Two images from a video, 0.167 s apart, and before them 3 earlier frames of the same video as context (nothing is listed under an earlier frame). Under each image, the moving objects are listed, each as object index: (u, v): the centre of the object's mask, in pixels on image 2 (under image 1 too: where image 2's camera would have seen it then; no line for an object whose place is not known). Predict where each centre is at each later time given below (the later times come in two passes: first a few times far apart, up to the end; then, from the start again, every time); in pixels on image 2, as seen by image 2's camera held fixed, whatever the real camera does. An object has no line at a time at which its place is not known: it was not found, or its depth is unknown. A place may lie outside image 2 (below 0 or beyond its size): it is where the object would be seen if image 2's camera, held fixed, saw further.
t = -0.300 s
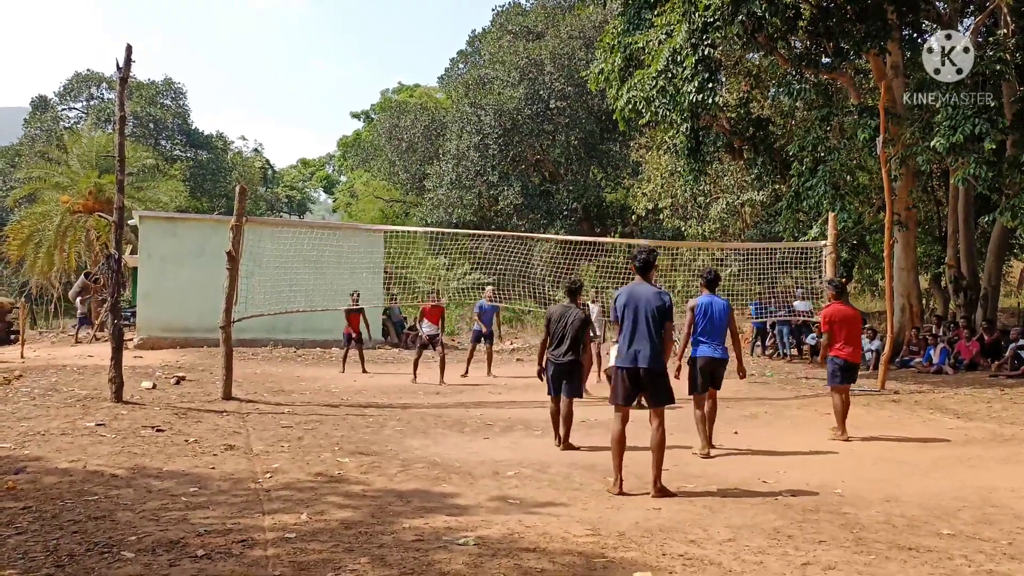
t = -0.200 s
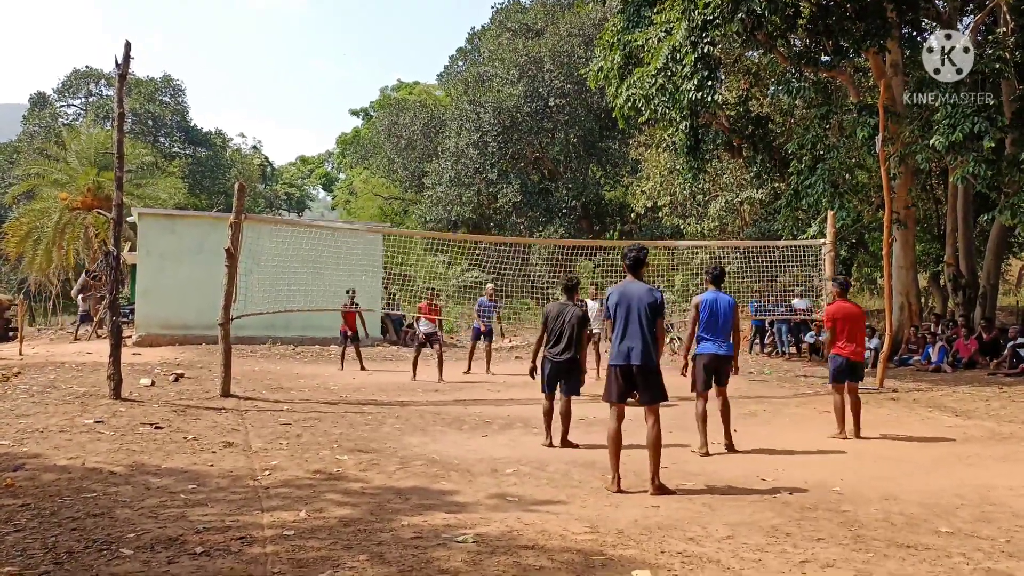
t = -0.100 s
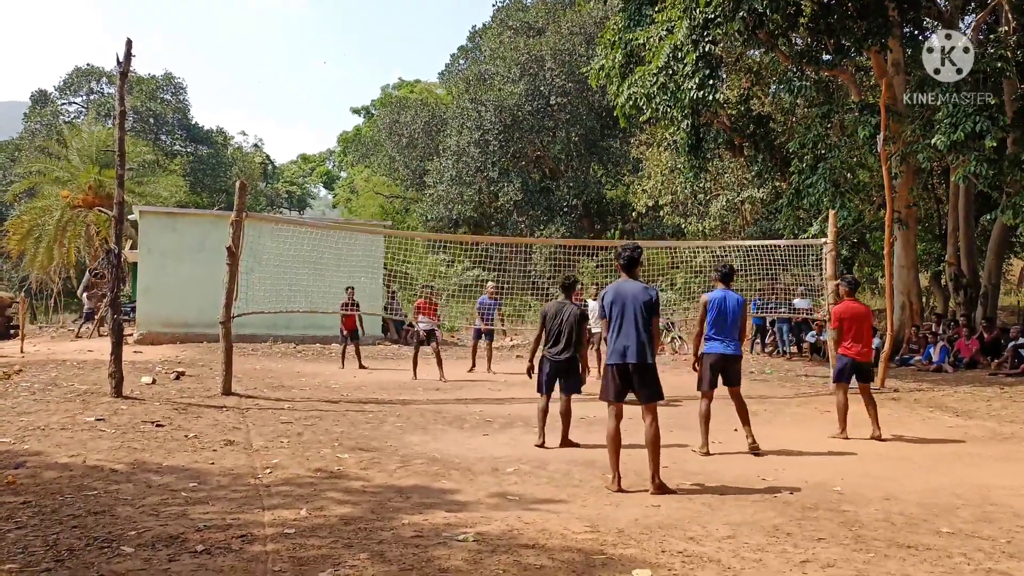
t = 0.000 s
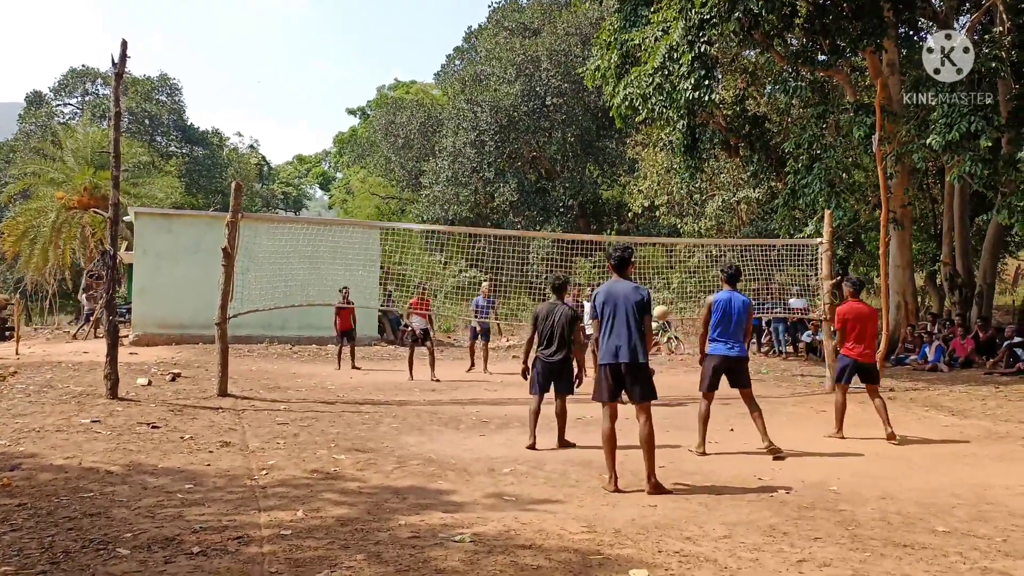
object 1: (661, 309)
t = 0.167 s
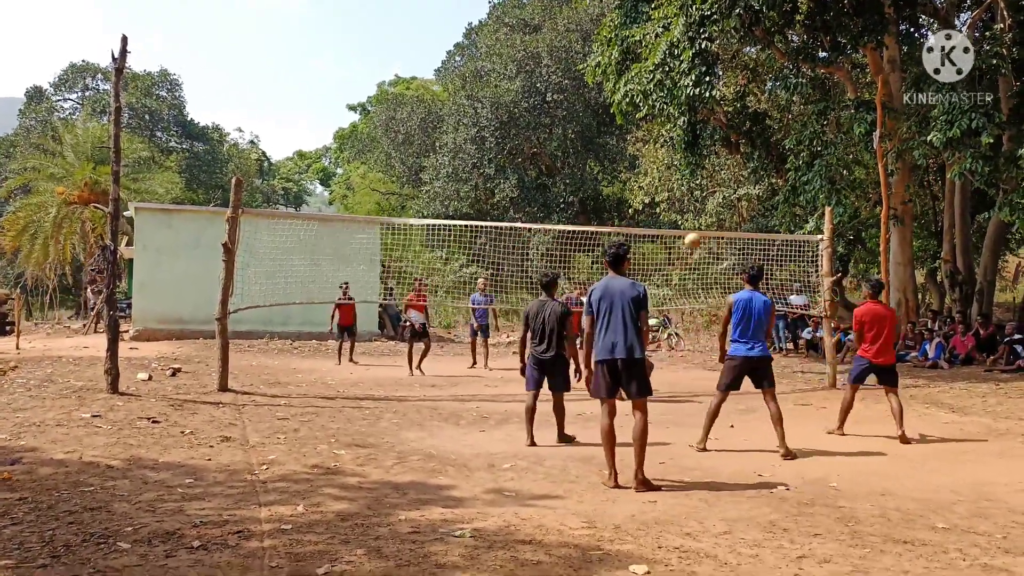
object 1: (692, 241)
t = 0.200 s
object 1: (699, 229)
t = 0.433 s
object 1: (744, 166)
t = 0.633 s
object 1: (785, 141)
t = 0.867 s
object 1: (835, 155)
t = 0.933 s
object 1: (850, 168)
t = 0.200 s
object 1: (699, 229)
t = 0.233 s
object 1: (705, 218)
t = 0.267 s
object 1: (711, 208)
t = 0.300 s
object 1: (717, 197)
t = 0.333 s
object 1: (723, 188)
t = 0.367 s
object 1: (730, 180)
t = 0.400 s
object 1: (737, 172)
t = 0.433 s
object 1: (744, 166)
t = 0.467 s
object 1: (751, 159)
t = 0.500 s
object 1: (757, 154)
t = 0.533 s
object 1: (764, 150)
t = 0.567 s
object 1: (771, 146)
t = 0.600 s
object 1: (778, 143)
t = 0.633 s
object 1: (785, 141)
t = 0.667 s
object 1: (792, 140)
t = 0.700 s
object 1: (799, 140)
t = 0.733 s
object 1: (806, 141)
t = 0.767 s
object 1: (813, 143)
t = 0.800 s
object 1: (820, 146)
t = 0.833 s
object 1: (828, 150)
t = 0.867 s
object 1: (835, 155)
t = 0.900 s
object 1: (843, 161)
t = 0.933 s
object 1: (850, 168)
